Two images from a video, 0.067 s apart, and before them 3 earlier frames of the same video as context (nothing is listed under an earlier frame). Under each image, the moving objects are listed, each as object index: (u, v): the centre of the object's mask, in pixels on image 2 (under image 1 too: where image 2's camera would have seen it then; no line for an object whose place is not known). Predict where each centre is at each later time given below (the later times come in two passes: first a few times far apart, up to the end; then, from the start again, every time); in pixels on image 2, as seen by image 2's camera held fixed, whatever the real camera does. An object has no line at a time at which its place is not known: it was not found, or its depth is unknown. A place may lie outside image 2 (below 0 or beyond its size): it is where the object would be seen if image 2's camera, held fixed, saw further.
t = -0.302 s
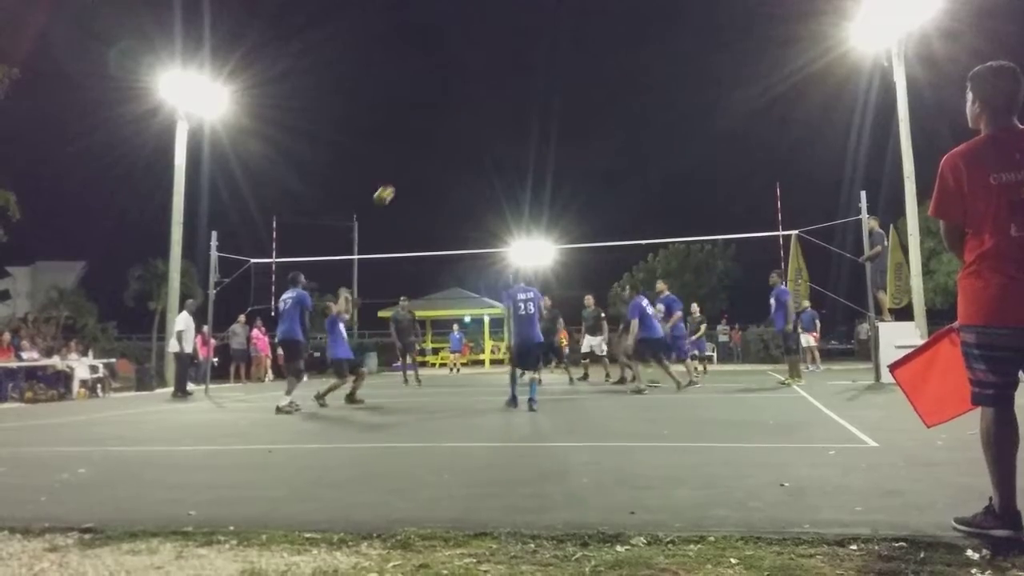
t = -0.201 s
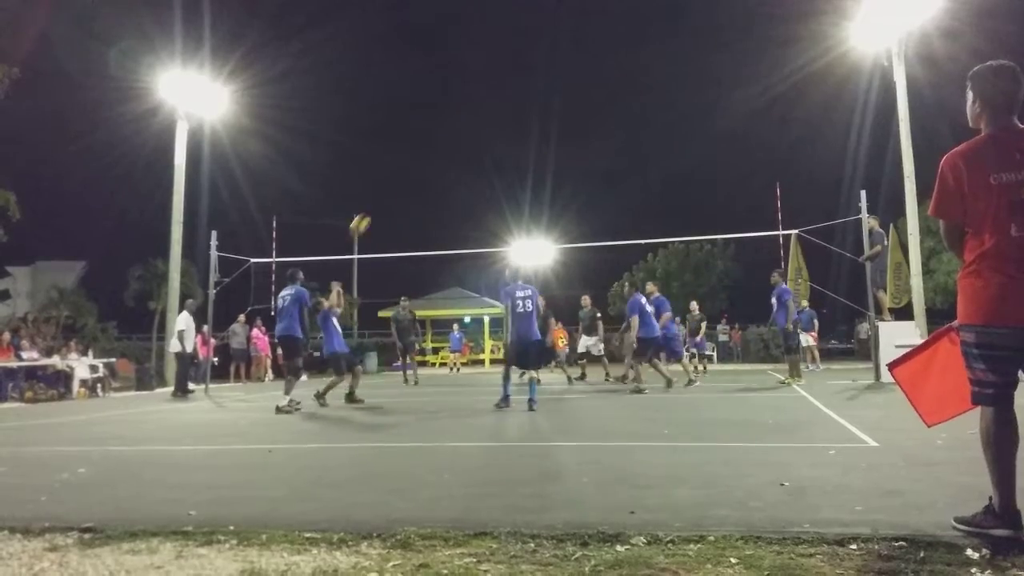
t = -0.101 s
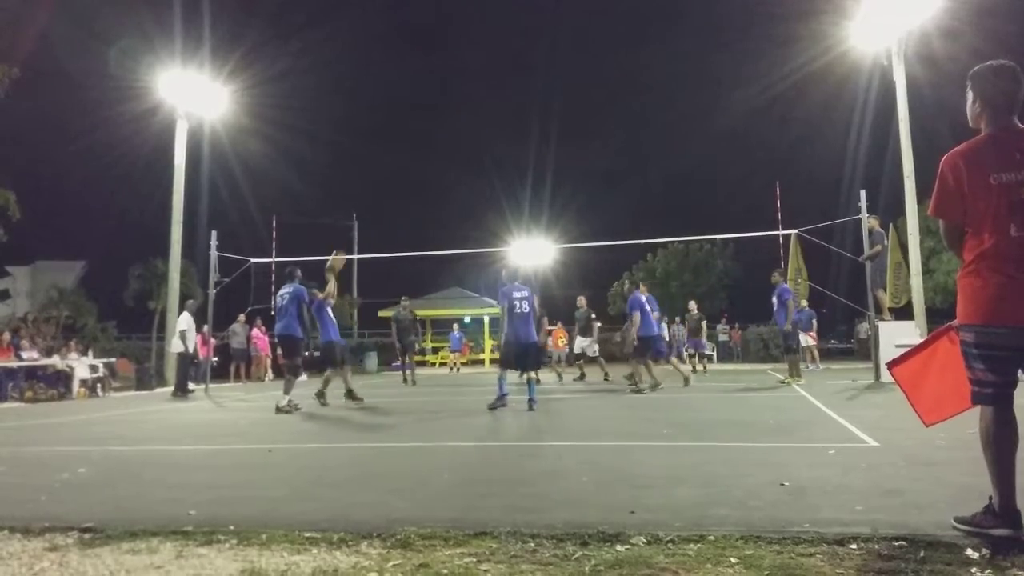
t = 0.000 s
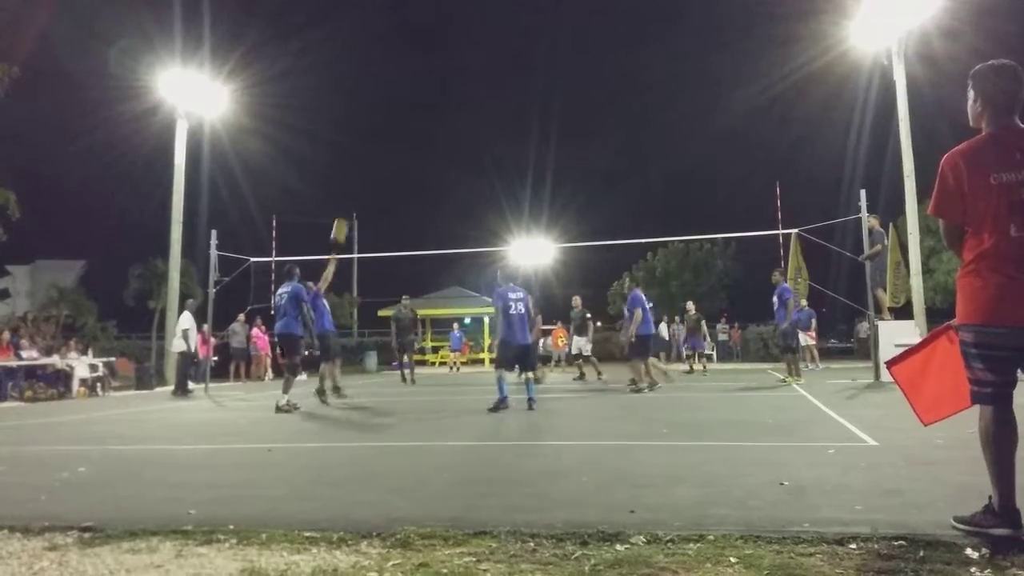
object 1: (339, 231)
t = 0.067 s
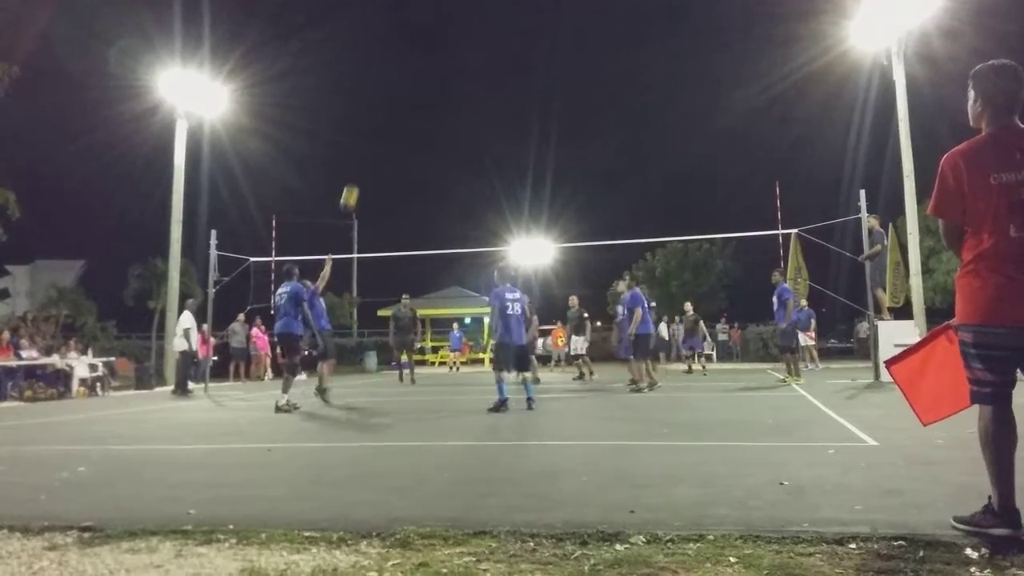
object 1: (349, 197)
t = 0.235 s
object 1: (374, 126)
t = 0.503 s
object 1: (410, 56)
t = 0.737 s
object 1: (442, 34)
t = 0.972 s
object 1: (473, 47)
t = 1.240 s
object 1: (508, 103)
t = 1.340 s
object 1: (520, 134)
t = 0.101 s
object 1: (354, 181)
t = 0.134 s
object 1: (359, 166)
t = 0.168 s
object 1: (364, 152)
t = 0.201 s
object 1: (369, 139)
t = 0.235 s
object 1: (374, 126)
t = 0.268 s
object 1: (378, 115)
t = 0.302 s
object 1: (383, 105)
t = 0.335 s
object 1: (388, 94)
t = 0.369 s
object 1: (392, 85)
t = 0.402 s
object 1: (395, 76)
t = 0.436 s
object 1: (400, 69)
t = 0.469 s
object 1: (404, 62)
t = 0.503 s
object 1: (410, 56)
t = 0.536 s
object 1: (415, 51)
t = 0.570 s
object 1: (419, 46)
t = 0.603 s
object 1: (424, 42)
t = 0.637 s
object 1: (428, 39)
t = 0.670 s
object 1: (433, 37)
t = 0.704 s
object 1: (437, 36)
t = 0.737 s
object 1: (442, 34)
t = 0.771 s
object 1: (447, 34)
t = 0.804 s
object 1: (451, 34)
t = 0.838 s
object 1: (456, 36)
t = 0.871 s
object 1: (460, 38)
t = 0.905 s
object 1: (464, 40)
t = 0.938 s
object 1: (468, 43)
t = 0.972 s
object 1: (473, 47)
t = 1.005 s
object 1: (477, 52)
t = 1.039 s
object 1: (482, 57)
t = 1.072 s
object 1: (486, 63)
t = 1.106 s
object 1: (491, 69)
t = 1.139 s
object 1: (495, 77)
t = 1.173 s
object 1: (499, 85)
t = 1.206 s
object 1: (504, 93)
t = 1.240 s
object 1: (508, 103)
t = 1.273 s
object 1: (512, 113)
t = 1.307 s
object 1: (516, 123)
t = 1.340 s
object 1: (520, 134)
